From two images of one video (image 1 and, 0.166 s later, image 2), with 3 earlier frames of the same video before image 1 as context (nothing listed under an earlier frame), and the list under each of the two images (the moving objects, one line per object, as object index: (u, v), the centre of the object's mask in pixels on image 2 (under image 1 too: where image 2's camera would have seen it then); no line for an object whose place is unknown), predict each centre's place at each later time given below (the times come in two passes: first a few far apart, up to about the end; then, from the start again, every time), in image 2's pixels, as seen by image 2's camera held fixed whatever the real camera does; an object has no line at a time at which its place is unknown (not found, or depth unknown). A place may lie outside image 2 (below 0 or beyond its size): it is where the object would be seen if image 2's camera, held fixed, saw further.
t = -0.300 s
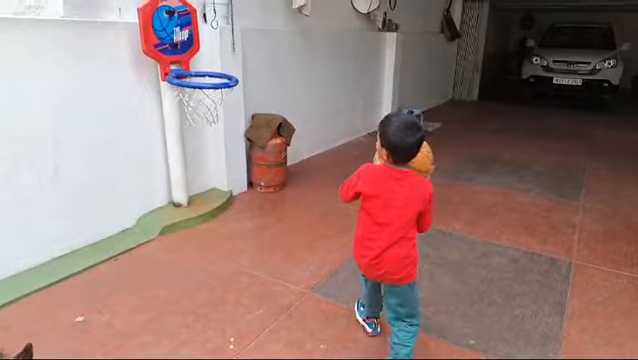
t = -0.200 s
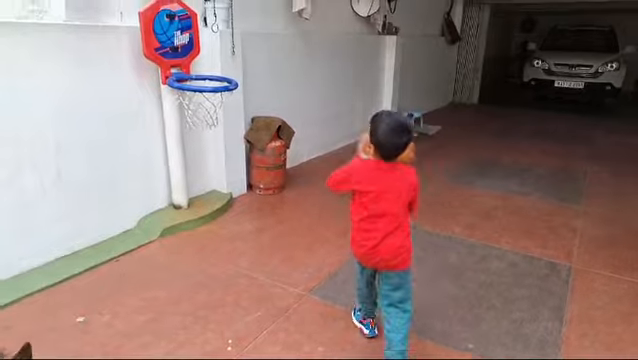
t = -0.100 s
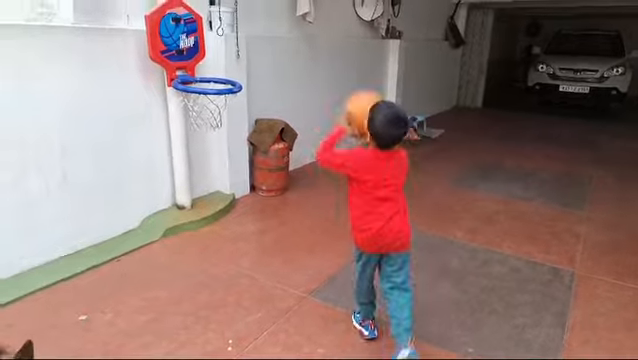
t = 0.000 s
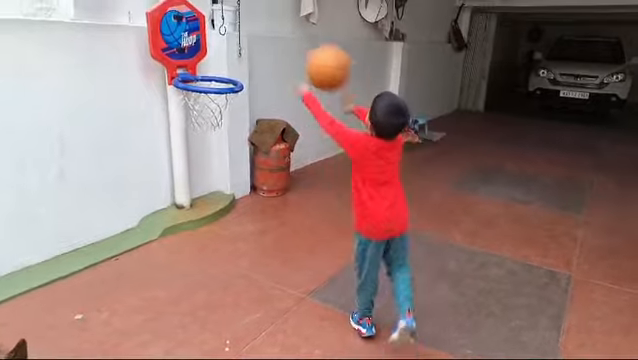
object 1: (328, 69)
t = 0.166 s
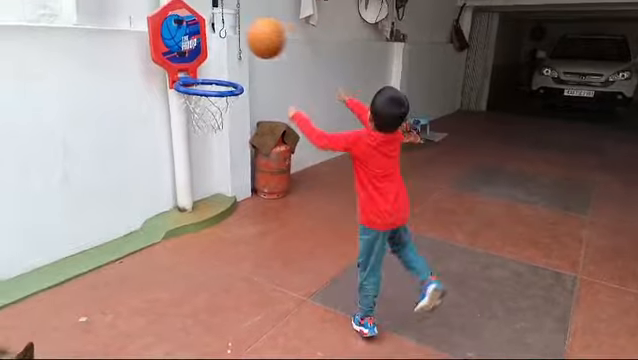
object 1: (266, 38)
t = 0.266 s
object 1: (236, 45)
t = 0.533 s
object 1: (219, 60)
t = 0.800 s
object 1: (237, 86)
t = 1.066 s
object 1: (248, 179)
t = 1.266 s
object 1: (263, 160)
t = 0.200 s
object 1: (256, 38)
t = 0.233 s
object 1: (246, 41)
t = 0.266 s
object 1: (236, 45)
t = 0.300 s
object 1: (228, 50)
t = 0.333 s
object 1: (220, 57)
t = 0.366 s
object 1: (212, 65)
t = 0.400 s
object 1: (210, 62)
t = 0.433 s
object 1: (212, 59)
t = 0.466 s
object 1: (214, 58)
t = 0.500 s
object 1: (216, 58)
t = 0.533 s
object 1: (219, 60)
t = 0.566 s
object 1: (221, 64)
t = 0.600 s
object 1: (223, 67)
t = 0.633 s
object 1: (224, 68)
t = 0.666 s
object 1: (225, 69)
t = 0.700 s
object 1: (227, 71)
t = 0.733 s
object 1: (228, 74)
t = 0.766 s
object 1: (230, 78)
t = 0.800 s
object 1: (237, 86)
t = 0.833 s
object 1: (236, 104)
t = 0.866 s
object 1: (235, 109)
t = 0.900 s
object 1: (237, 116)
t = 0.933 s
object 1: (239, 126)
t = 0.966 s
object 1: (241, 137)
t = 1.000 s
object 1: (245, 149)
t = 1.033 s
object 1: (246, 164)
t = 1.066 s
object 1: (248, 179)
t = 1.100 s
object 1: (250, 196)
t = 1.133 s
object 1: (254, 201)
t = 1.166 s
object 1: (256, 186)
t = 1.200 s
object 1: (259, 177)
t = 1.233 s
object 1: (261, 168)
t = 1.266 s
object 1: (263, 160)
